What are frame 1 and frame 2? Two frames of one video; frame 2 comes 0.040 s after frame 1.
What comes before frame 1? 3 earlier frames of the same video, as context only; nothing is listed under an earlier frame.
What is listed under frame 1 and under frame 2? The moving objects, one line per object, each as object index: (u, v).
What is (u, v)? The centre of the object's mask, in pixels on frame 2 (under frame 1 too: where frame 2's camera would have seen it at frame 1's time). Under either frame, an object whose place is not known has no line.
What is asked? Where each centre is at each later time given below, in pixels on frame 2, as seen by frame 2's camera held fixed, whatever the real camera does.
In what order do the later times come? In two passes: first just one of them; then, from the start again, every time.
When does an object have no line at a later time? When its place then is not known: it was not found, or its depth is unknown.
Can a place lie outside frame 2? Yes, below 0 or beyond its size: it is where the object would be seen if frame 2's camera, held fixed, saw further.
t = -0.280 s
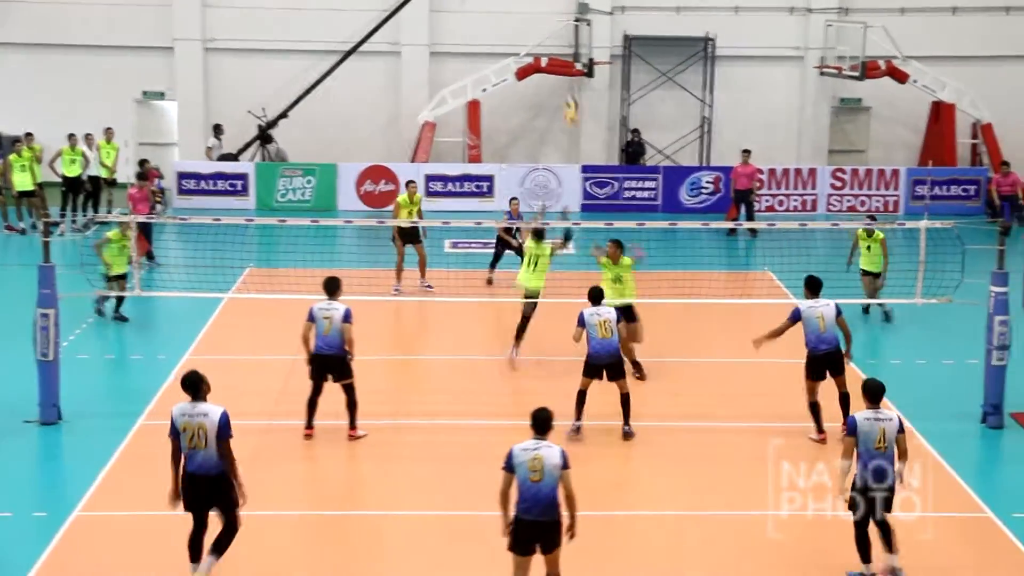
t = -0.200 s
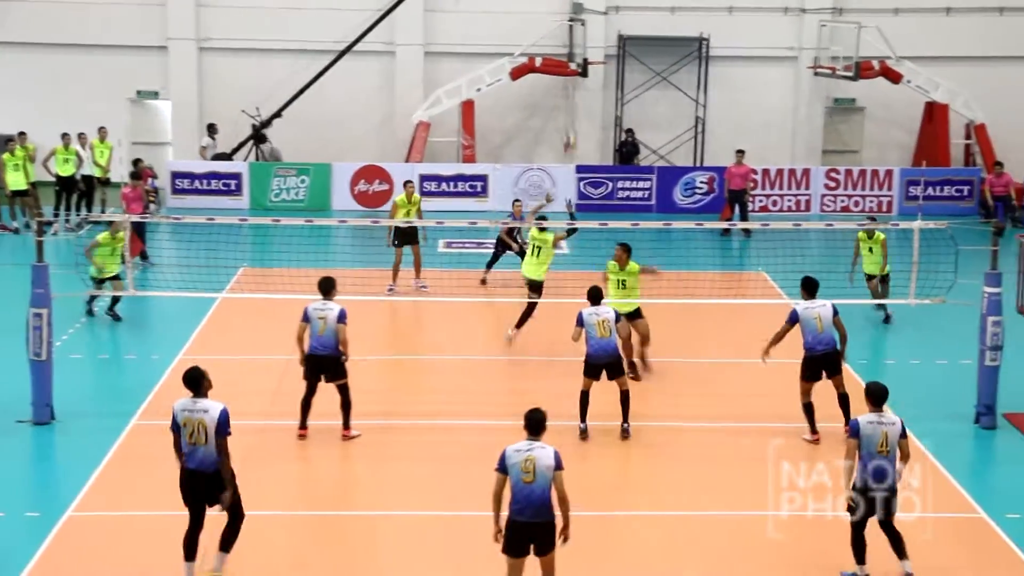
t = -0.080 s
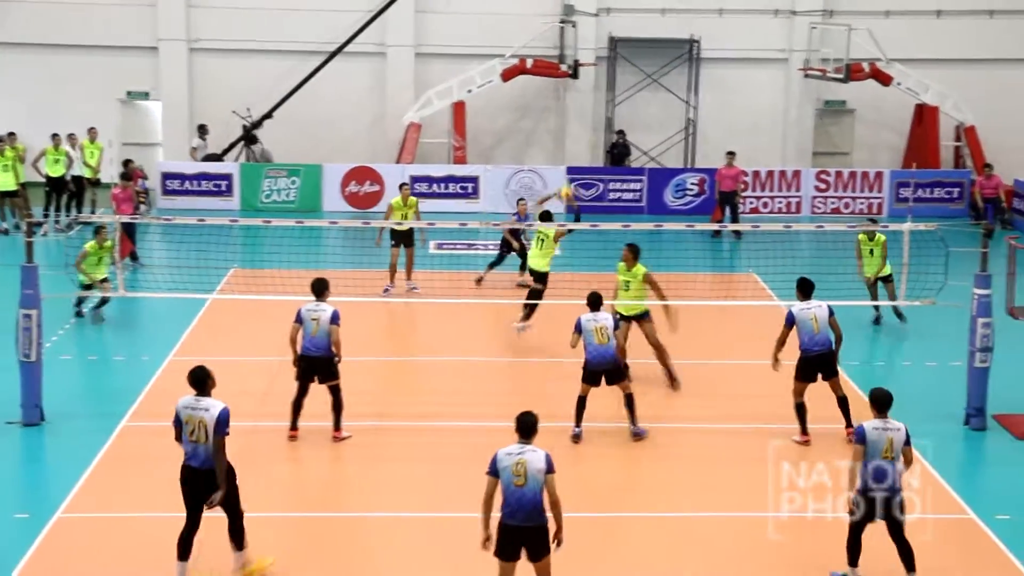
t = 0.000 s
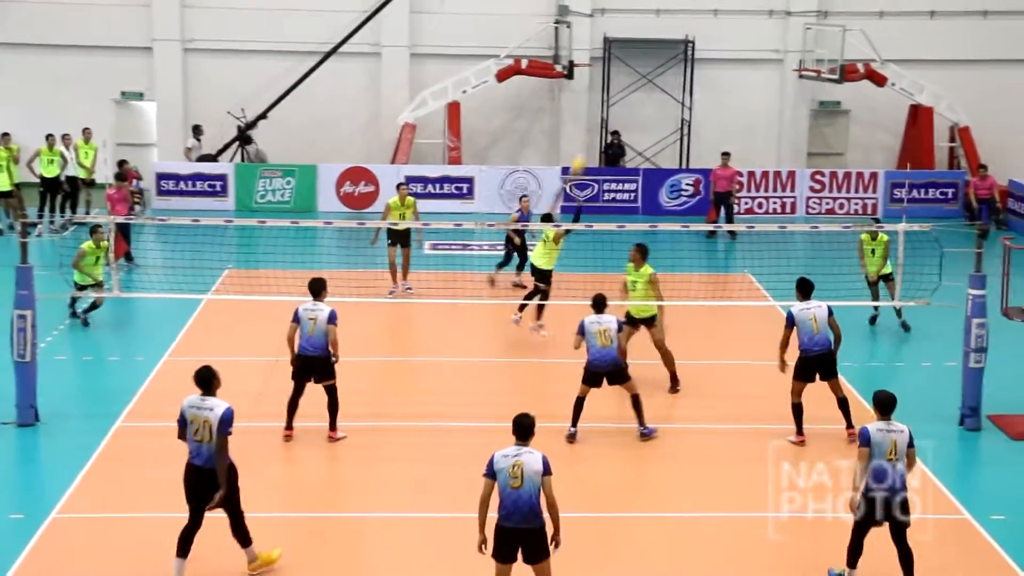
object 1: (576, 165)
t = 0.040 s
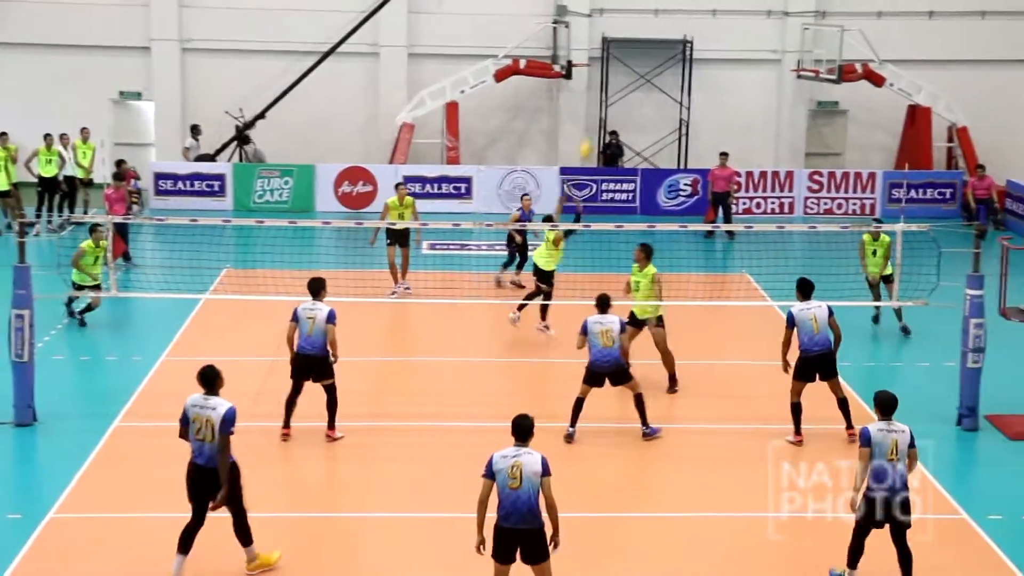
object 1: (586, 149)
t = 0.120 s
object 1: (604, 116)
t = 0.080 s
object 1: (595, 131)
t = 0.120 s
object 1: (604, 116)
